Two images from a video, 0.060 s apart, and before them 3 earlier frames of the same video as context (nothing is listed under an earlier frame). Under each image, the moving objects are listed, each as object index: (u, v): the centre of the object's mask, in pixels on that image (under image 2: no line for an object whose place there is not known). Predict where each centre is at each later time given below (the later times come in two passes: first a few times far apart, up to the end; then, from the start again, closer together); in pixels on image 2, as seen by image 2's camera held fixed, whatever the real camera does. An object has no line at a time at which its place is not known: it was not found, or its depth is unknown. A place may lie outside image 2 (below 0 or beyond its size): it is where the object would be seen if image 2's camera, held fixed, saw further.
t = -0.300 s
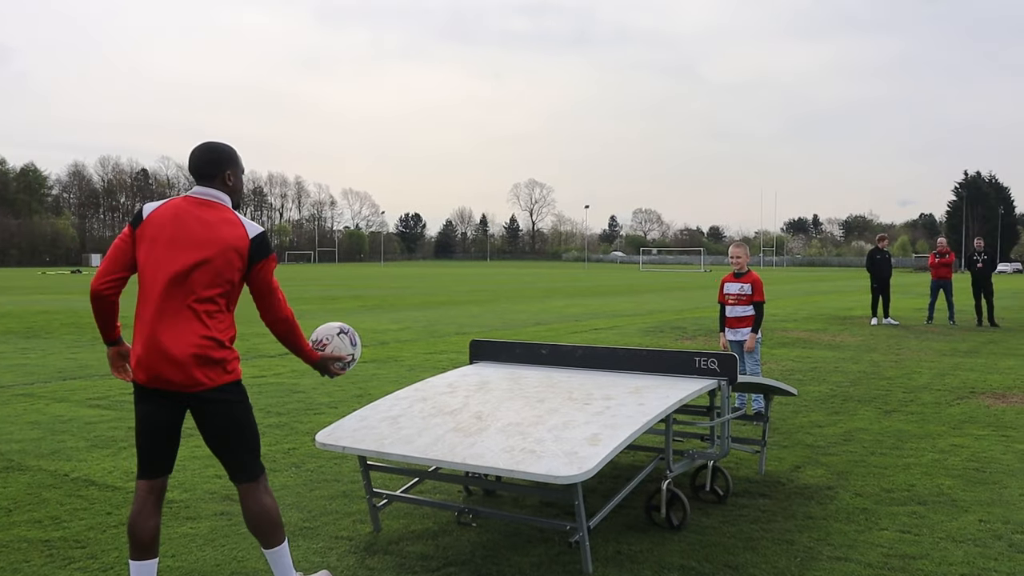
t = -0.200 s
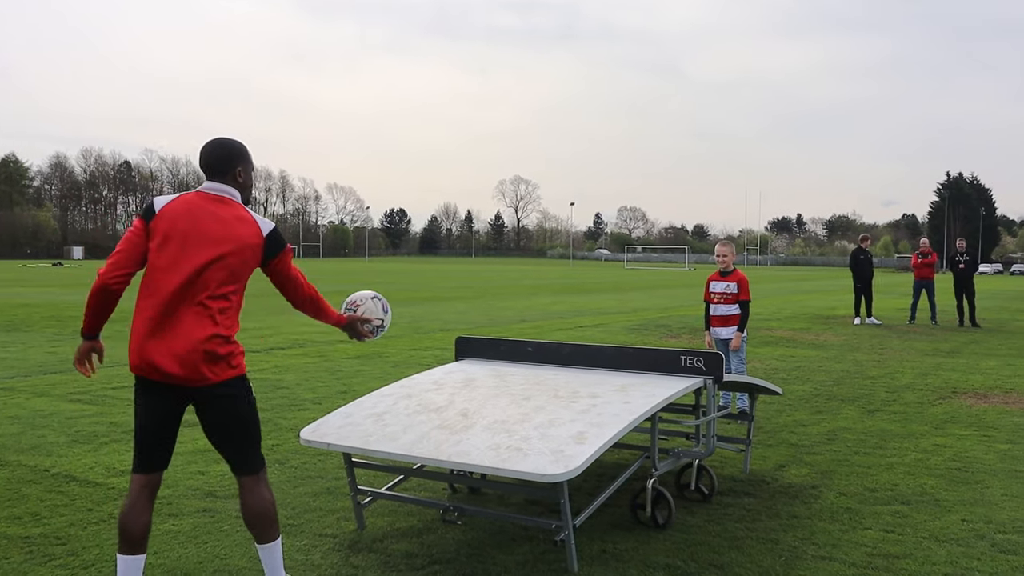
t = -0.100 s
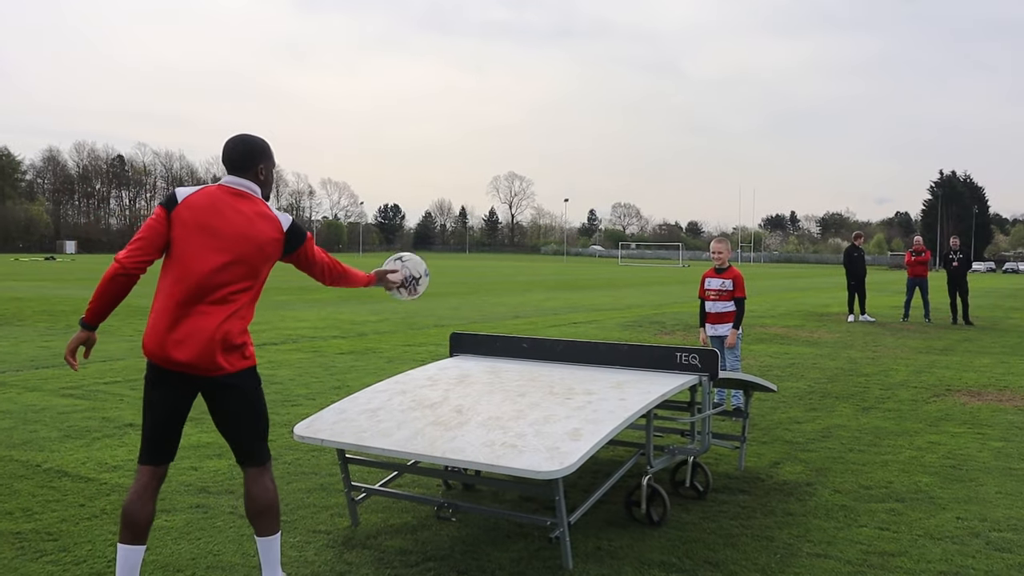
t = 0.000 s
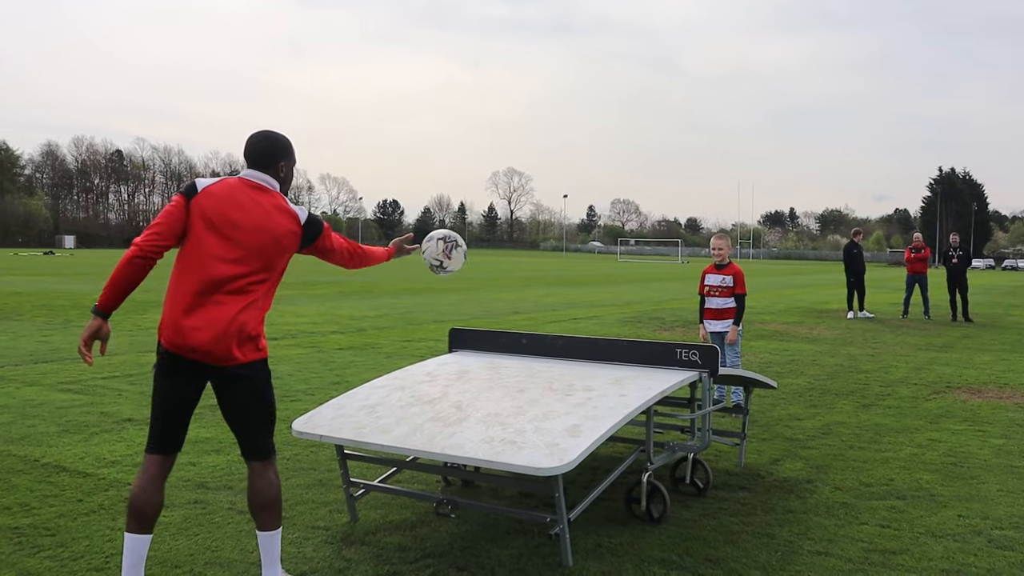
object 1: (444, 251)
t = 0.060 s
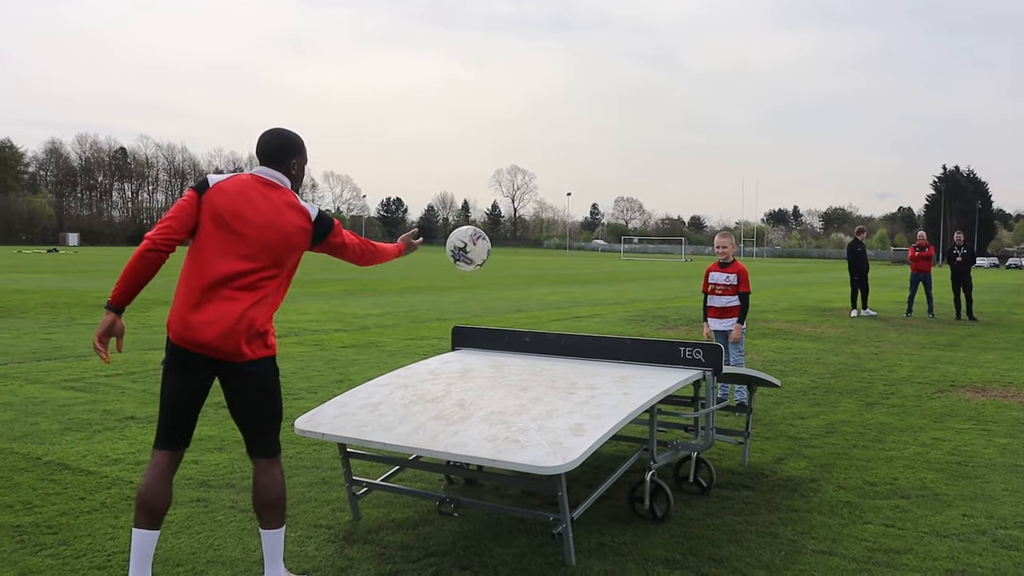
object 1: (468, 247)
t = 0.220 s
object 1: (520, 277)
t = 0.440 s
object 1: (543, 272)
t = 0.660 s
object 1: (530, 243)
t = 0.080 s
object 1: (475, 249)
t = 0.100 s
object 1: (482, 251)
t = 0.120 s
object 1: (489, 253)
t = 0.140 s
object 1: (495, 256)
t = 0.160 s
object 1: (501, 260)
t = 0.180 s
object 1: (508, 265)
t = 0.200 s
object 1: (514, 271)
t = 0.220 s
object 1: (520, 277)
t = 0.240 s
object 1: (525, 283)
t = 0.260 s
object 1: (531, 290)
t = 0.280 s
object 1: (536, 298)
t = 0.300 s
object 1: (541, 306)
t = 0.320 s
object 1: (546, 315)
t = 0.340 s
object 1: (548, 313)
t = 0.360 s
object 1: (547, 304)
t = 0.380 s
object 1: (547, 295)
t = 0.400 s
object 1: (546, 286)
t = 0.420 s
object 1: (544, 279)
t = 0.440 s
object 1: (543, 272)
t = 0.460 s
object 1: (541, 266)
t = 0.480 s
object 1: (541, 261)
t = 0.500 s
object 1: (539, 256)
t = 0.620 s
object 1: (532, 242)
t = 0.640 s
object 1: (531, 242)
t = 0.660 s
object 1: (530, 243)
